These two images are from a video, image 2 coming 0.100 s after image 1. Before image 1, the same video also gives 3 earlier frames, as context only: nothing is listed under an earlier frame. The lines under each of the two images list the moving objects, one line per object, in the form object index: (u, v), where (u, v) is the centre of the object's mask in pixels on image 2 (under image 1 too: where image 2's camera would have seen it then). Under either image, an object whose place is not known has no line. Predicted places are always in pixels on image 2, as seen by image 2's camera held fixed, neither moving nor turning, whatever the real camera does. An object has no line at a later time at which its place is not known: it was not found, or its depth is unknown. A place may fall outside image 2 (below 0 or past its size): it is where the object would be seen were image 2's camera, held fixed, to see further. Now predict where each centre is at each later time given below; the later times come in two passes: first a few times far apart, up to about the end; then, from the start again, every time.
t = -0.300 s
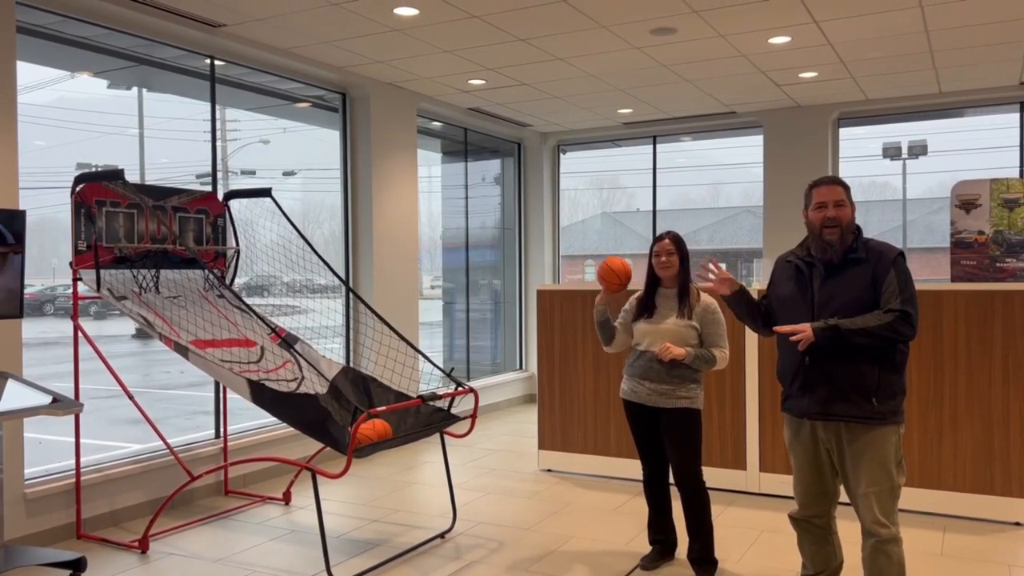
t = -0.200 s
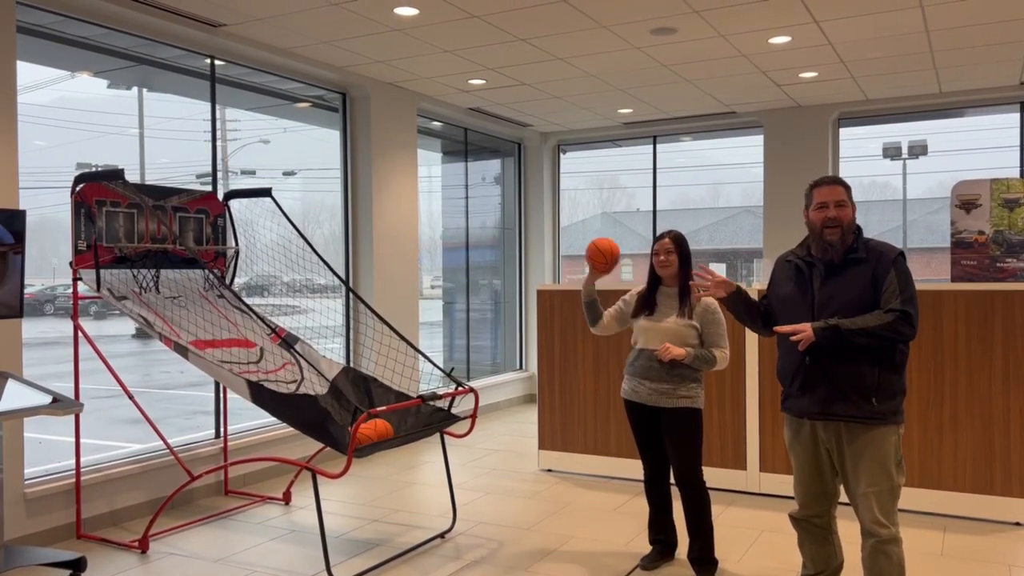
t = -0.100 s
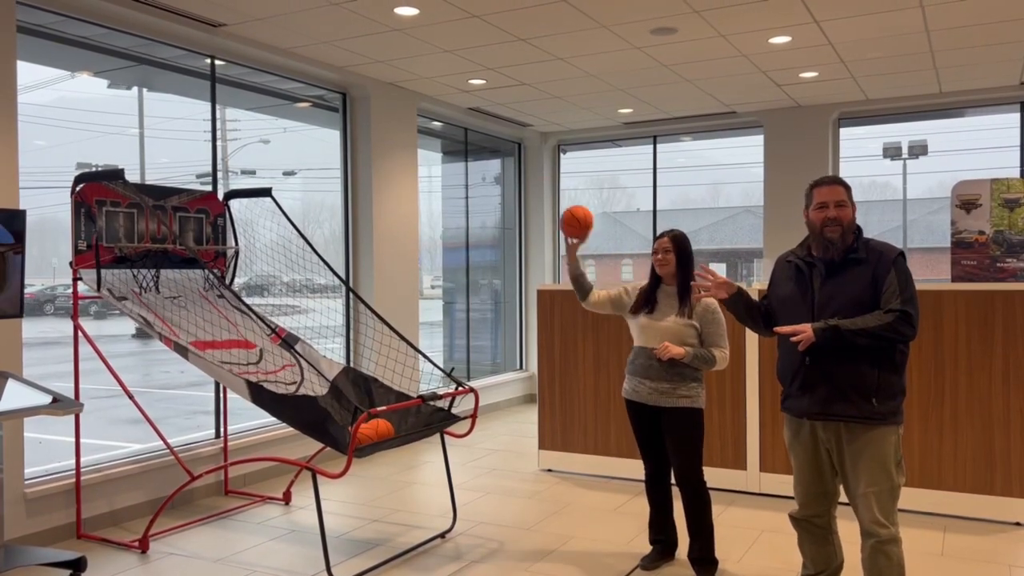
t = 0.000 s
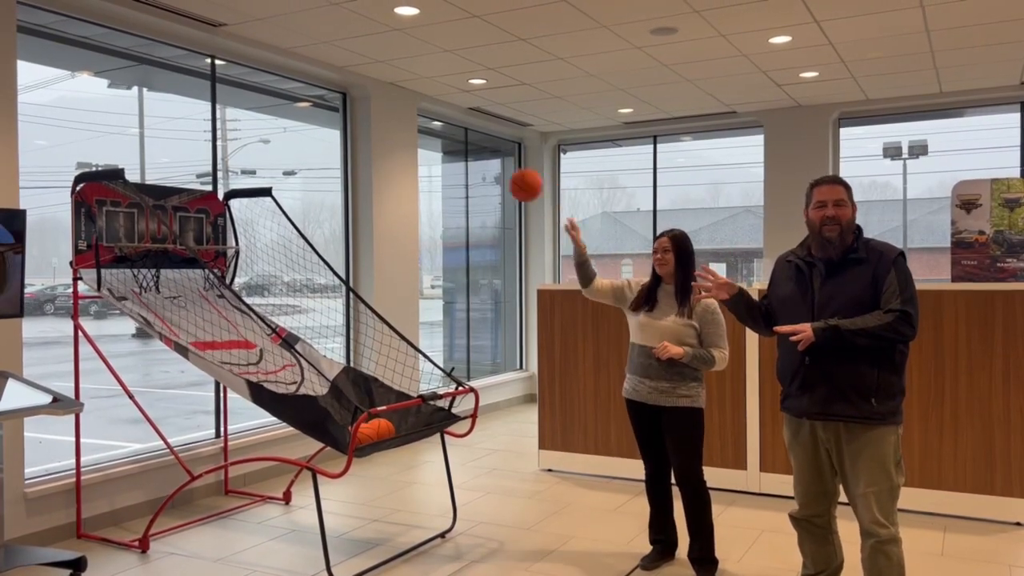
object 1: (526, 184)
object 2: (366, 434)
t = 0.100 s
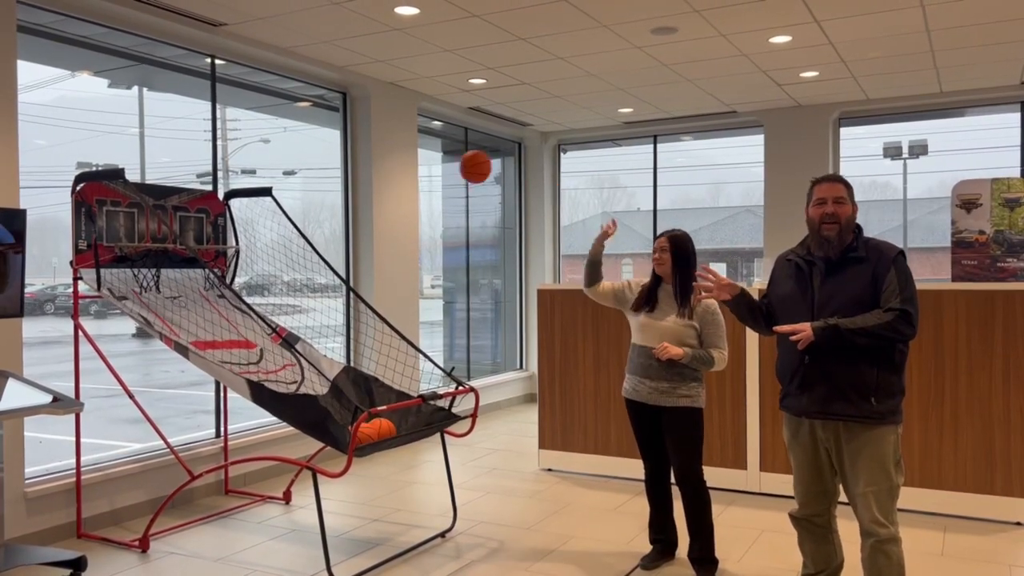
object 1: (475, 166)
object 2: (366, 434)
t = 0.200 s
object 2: (366, 434)
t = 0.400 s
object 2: (366, 435)
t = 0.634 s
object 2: (365, 434)
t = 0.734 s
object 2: (356, 409)
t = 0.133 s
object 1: (459, 164)
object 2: (366, 434)
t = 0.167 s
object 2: (366, 434)
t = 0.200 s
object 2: (366, 434)
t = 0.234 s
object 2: (366, 434)
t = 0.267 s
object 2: (366, 434)
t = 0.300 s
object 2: (366, 434)
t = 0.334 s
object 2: (366, 435)
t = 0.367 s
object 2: (366, 435)
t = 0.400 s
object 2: (366, 435)
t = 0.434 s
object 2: (366, 434)
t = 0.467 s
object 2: (366, 435)
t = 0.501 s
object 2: (366, 435)
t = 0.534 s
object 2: (366, 435)
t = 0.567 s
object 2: (366, 435)
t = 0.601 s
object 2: (365, 435)
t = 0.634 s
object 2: (365, 434)
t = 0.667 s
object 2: (364, 430)
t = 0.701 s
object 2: (358, 419)
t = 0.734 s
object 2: (356, 409)
